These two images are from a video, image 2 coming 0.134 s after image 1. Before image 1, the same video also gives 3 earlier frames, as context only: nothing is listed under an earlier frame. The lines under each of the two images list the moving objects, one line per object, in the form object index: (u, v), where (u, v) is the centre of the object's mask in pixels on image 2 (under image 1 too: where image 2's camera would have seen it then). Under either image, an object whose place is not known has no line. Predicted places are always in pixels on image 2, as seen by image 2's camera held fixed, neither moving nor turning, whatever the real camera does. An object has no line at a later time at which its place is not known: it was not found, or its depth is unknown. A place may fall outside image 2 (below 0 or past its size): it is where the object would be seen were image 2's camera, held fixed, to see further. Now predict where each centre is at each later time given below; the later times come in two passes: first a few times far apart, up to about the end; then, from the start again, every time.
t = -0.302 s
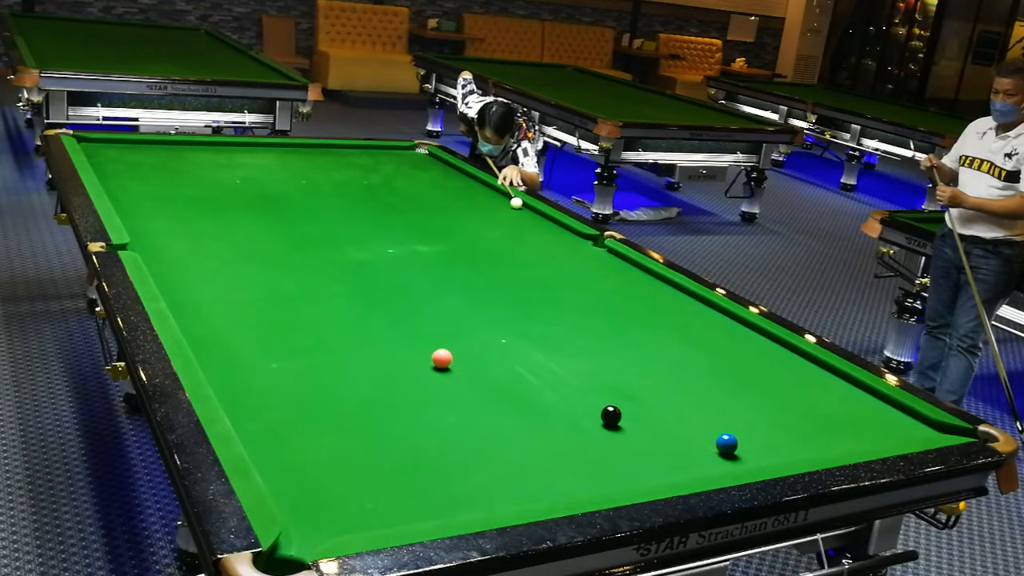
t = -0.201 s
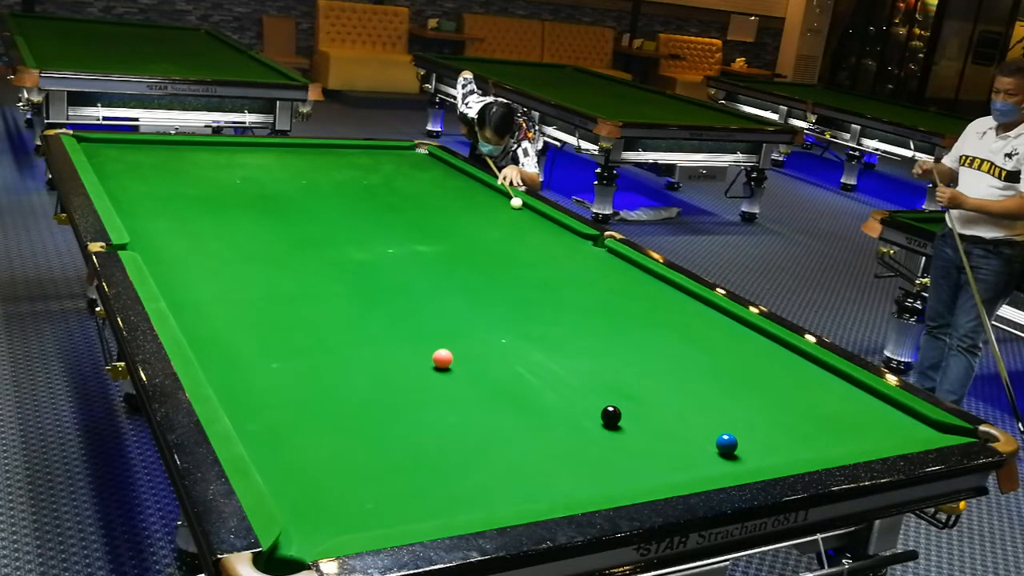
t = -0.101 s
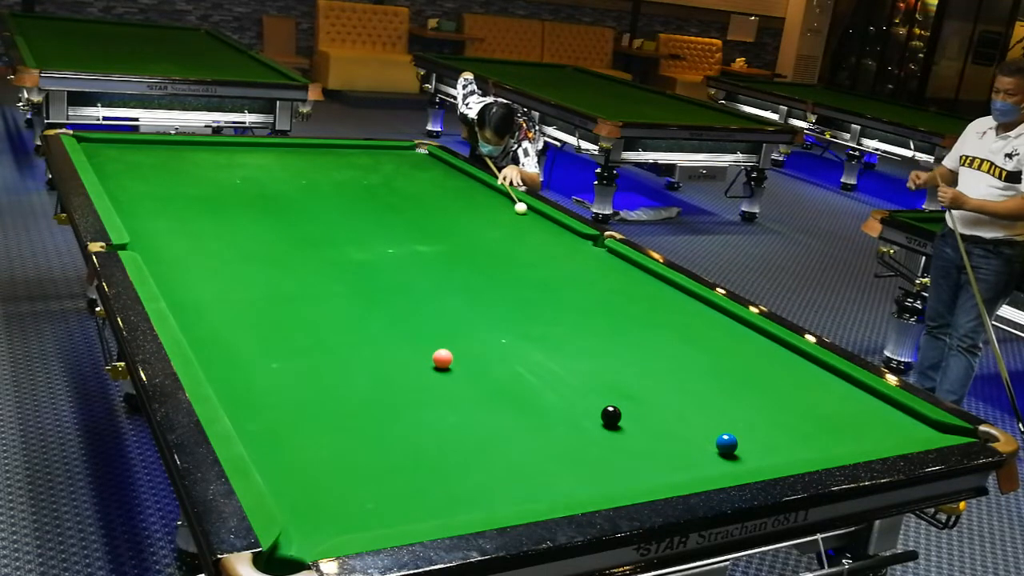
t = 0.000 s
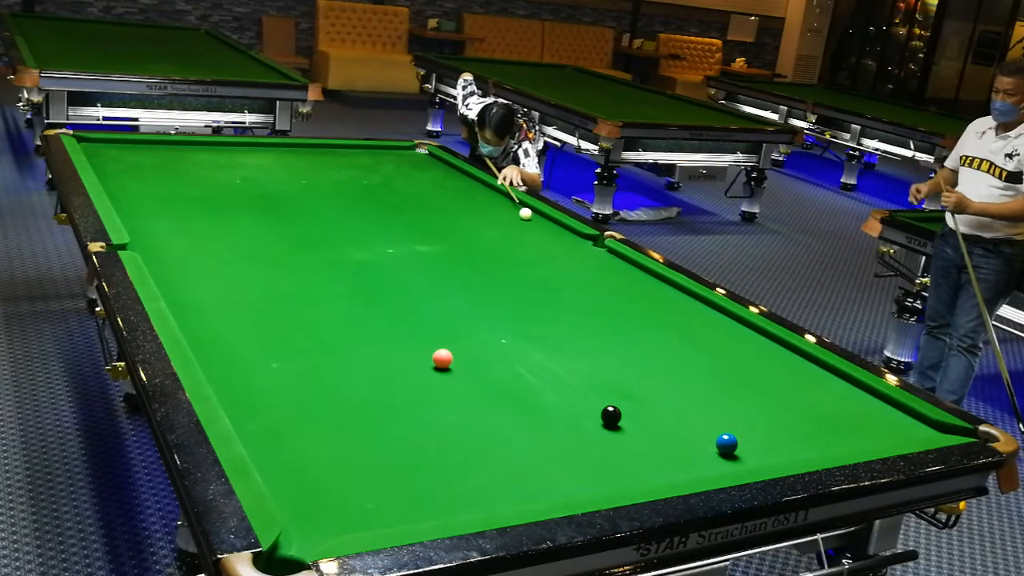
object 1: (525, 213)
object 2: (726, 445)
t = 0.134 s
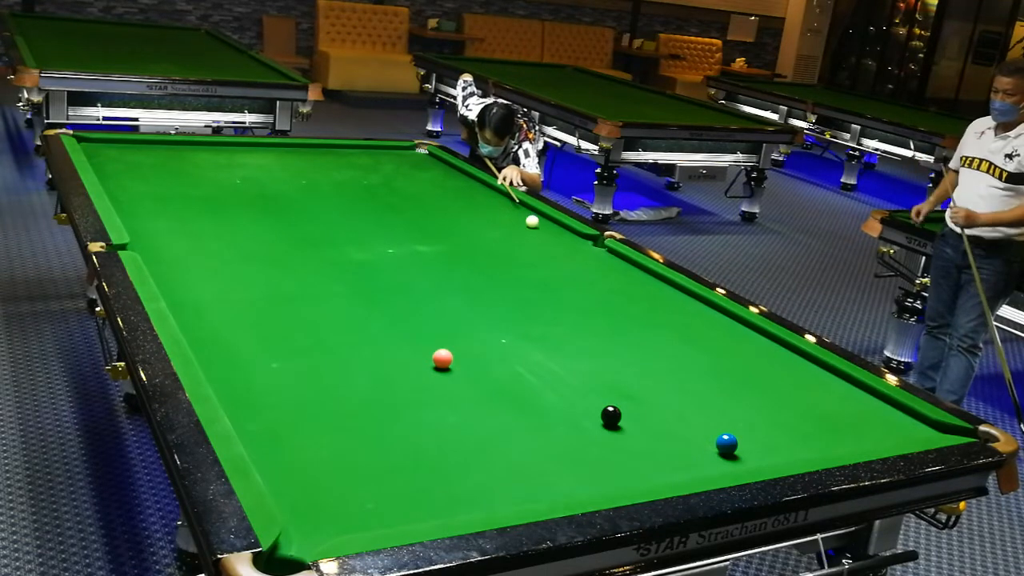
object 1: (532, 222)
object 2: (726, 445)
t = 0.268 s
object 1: (539, 230)
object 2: (726, 445)
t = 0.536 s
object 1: (553, 247)
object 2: (727, 445)
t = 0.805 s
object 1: (569, 266)
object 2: (727, 444)
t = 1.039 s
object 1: (585, 285)
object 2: (727, 444)
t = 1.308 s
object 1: (603, 307)
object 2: (727, 444)
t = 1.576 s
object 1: (624, 331)
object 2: (727, 445)
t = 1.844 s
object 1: (647, 358)
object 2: (727, 444)
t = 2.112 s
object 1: (672, 388)
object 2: (727, 444)
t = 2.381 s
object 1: (701, 422)
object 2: (727, 444)
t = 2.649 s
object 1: (707, 439)
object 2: (749, 458)
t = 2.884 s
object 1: (701, 448)
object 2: (741, 455)
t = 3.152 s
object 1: (695, 456)
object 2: (722, 442)
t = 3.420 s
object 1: (689, 464)
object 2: (707, 432)
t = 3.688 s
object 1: (684, 469)
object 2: (694, 423)
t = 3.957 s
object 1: (679, 472)
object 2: (684, 415)
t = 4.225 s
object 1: (672, 472)
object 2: (676, 409)
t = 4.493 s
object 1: (669, 472)
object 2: (669, 404)
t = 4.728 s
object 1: (668, 472)
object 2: (664, 401)
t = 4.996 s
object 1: (668, 472)
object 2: (660, 399)
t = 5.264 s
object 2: (659, 399)
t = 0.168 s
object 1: (534, 224)
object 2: (726, 445)
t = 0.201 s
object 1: (535, 226)
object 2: (726, 445)
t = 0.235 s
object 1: (537, 228)
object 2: (726, 445)
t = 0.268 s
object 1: (539, 230)
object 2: (726, 445)
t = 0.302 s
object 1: (541, 232)
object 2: (726, 445)
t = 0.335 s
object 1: (542, 234)
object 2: (726, 445)
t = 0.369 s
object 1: (544, 236)
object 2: (726, 445)
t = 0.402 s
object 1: (546, 238)
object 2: (726, 445)
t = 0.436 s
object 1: (548, 241)
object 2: (726, 445)
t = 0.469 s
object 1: (550, 243)
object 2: (726, 445)
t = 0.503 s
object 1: (552, 245)
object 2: (727, 445)
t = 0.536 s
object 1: (553, 247)
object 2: (727, 445)
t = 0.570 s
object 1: (555, 249)
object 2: (727, 445)
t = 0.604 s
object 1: (557, 252)
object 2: (727, 445)
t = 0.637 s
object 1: (559, 254)
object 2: (727, 445)
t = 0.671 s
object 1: (561, 257)
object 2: (727, 445)
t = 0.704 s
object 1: (563, 259)
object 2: (727, 445)
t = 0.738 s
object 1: (565, 261)
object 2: (727, 445)
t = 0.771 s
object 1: (567, 264)
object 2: (726, 445)
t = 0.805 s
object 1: (569, 266)
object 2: (727, 444)
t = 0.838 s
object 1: (571, 269)
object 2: (727, 444)
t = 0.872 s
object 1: (574, 271)
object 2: (727, 444)
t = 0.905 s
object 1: (576, 274)
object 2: (727, 445)
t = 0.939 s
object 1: (578, 276)
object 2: (727, 445)
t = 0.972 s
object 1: (580, 279)
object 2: (727, 444)
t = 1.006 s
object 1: (582, 282)
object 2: (727, 444)
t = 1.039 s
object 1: (585, 285)
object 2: (727, 444)
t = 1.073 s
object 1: (587, 287)
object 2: (727, 444)
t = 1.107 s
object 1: (589, 290)
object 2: (727, 445)
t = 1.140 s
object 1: (591, 293)
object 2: (727, 445)
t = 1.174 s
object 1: (594, 295)
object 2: (727, 445)
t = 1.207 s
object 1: (596, 298)
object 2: (727, 444)
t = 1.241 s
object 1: (598, 301)
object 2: (727, 444)
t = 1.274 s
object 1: (601, 304)
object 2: (727, 444)
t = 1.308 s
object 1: (603, 307)
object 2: (727, 444)
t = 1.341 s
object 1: (606, 310)
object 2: (727, 445)
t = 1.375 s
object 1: (608, 313)
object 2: (727, 445)
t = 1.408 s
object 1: (611, 316)
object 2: (727, 445)
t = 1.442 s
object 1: (613, 319)
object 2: (727, 445)
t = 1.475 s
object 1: (616, 322)
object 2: (727, 445)
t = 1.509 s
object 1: (619, 325)
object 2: (727, 445)
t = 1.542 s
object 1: (621, 328)
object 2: (727, 445)
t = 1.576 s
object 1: (624, 331)
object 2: (727, 445)
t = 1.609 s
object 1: (627, 334)
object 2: (727, 445)
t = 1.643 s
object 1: (629, 338)
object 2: (727, 445)
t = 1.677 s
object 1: (632, 341)
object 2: (727, 445)
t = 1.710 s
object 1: (635, 344)
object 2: (727, 444)
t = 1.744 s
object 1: (638, 348)
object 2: (727, 444)
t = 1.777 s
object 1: (641, 351)
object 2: (727, 444)
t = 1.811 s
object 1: (644, 355)
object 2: (727, 444)
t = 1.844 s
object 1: (647, 358)
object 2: (727, 444)
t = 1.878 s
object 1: (650, 362)
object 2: (727, 444)
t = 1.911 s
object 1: (653, 366)
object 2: (727, 444)
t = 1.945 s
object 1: (656, 369)
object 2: (727, 444)
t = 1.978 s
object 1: (659, 373)
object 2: (727, 444)
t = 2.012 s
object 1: (662, 377)
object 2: (727, 444)
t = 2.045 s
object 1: (666, 381)
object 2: (727, 444)
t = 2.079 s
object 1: (669, 384)
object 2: (727, 444)
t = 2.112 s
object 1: (672, 388)
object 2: (727, 444)
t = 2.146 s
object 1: (675, 392)
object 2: (727, 444)
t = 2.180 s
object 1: (679, 396)
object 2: (727, 444)
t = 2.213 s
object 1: (682, 400)
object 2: (727, 444)
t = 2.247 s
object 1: (686, 405)
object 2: (727, 444)
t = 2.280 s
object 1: (690, 409)
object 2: (727, 444)
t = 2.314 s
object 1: (693, 413)
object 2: (727, 444)
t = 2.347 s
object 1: (697, 417)
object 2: (727, 444)
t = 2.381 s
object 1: (701, 422)
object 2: (727, 444)
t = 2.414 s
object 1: (704, 426)
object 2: (727, 444)
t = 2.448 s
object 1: (708, 431)
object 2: (727, 444)
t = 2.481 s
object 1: (711, 434)
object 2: (727, 445)
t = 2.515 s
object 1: (710, 435)
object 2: (733, 448)
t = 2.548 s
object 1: (709, 435)
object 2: (737, 451)
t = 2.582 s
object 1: (708, 437)
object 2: (741, 454)
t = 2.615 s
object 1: (707, 438)
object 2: (745, 457)
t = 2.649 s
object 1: (707, 439)
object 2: (749, 458)
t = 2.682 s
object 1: (706, 441)
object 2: (752, 459)
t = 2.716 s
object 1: (705, 442)
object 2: (753, 460)
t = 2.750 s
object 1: (704, 443)
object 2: (751, 459)
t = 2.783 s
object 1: (703, 444)
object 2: (748, 458)
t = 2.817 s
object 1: (703, 445)
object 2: (746, 457)
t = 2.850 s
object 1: (702, 447)
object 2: (743, 456)
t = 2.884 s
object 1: (701, 448)
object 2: (741, 455)
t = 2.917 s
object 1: (700, 449)
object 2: (738, 453)
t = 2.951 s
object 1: (700, 450)
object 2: (736, 451)
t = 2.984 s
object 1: (699, 451)
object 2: (733, 450)
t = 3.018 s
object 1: (698, 452)
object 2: (731, 448)
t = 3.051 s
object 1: (697, 453)
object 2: (729, 447)
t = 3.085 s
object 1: (696, 454)
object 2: (726, 446)
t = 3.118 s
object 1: (695, 455)
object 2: (724, 444)
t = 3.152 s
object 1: (695, 456)
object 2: (722, 442)
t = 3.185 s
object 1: (694, 457)
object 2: (720, 441)
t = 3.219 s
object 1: (693, 459)
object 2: (718, 440)
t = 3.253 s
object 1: (692, 459)
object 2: (716, 438)
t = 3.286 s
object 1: (692, 460)
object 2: (714, 437)
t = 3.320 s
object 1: (691, 461)
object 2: (712, 436)
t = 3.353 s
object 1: (690, 462)
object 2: (711, 434)
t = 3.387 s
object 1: (690, 463)
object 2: (709, 433)
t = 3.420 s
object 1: (689, 464)
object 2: (707, 432)
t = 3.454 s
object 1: (688, 464)
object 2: (705, 430)
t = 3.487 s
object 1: (688, 465)
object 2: (704, 429)
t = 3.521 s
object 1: (687, 466)
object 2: (702, 428)
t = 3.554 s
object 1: (686, 466)
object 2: (700, 427)
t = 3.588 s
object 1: (686, 467)
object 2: (699, 426)
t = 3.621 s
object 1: (685, 467)
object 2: (697, 425)
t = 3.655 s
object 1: (684, 468)
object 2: (696, 423)
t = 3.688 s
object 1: (684, 469)
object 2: (694, 423)
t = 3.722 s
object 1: (683, 469)
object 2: (693, 422)
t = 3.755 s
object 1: (682, 470)
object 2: (692, 421)
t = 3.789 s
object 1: (682, 470)
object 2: (690, 420)
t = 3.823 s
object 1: (681, 471)
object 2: (689, 419)
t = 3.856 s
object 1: (681, 471)
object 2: (688, 418)
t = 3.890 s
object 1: (680, 471)
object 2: (686, 417)
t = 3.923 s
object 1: (680, 472)
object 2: (685, 416)
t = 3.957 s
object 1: (679, 472)
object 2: (684, 415)
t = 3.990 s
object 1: (678, 473)
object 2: (683, 414)
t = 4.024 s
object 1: (677, 472)
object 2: (682, 414)
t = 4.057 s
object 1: (676, 472)
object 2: (681, 413)
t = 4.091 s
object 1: (676, 472)
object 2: (680, 412)
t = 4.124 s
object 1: (675, 472)
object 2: (679, 411)
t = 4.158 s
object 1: (674, 472)
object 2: (678, 410)
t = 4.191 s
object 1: (673, 472)
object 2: (676, 410)
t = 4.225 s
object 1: (672, 472)
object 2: (676, 409)
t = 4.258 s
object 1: (672, 472)
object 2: (675, 409)
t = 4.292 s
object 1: (671, 472)
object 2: (674, 408)
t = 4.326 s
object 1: (671, 472)
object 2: (673, 407)
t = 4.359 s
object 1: (670, 472)
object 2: (672, 407)
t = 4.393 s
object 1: (670, 472)
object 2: (671, 406)
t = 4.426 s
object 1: (670, 472)
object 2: (670, 405)
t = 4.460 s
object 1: (669, 472)
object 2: (670, 405)
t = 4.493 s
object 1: (669, 472)
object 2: (669, 404)
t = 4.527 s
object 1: (669, 472)
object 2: (668, 404)
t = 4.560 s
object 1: (668, 472)
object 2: (667, 403)
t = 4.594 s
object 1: (668, 472)
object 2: (667, 403)
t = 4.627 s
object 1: (668, 472)
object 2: (666, 403)
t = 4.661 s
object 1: (668, 472)
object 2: (665, 402)
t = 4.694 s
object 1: (668, 472)
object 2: (665, 402)
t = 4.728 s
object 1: (668, 472)
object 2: (664, 401)
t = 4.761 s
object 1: (668, 472)
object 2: (663, 401)
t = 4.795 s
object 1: (668, 472)
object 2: (663, 401)
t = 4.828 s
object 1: (668, 472)
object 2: (662, 401)
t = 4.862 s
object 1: (668, 472)
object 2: (662, 401)
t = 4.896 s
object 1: (668, 472)
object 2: (661, 400)
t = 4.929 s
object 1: (668, 472)
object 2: (661, 400)
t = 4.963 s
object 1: (668, 472)
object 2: (660, 400)
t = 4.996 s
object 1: (668, 472)
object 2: (660, 399)
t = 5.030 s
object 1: (668, 473)
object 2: (660, 399)
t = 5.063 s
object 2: (659, 399)
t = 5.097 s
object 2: (659, 399)
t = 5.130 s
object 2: (659, 399)
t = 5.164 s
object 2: (659, 399)
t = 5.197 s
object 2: (659, 399)
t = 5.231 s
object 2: (659, 399)
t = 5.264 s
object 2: (659, 399)
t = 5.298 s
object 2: (659, 399)
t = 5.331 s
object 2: (659, 399)
